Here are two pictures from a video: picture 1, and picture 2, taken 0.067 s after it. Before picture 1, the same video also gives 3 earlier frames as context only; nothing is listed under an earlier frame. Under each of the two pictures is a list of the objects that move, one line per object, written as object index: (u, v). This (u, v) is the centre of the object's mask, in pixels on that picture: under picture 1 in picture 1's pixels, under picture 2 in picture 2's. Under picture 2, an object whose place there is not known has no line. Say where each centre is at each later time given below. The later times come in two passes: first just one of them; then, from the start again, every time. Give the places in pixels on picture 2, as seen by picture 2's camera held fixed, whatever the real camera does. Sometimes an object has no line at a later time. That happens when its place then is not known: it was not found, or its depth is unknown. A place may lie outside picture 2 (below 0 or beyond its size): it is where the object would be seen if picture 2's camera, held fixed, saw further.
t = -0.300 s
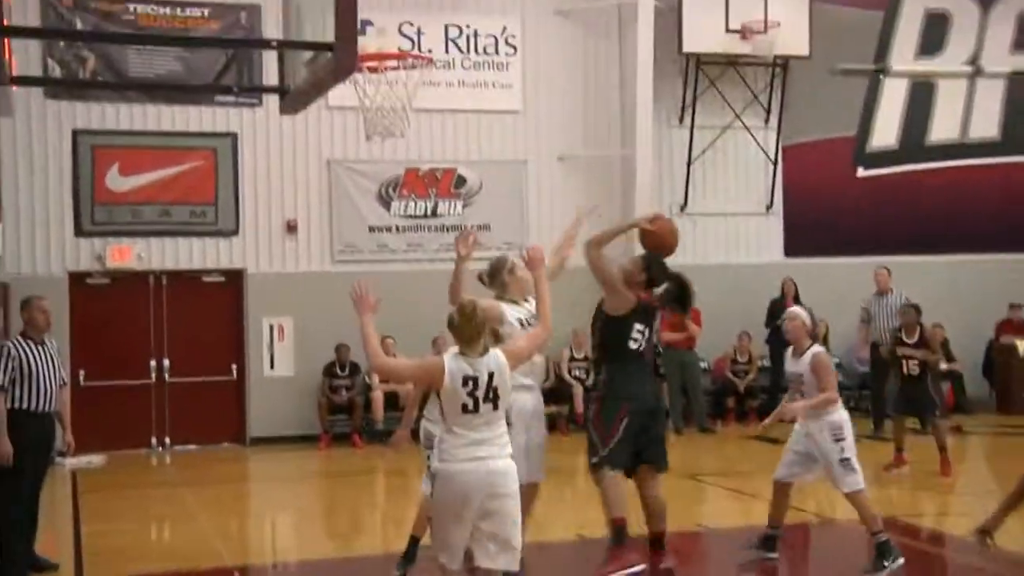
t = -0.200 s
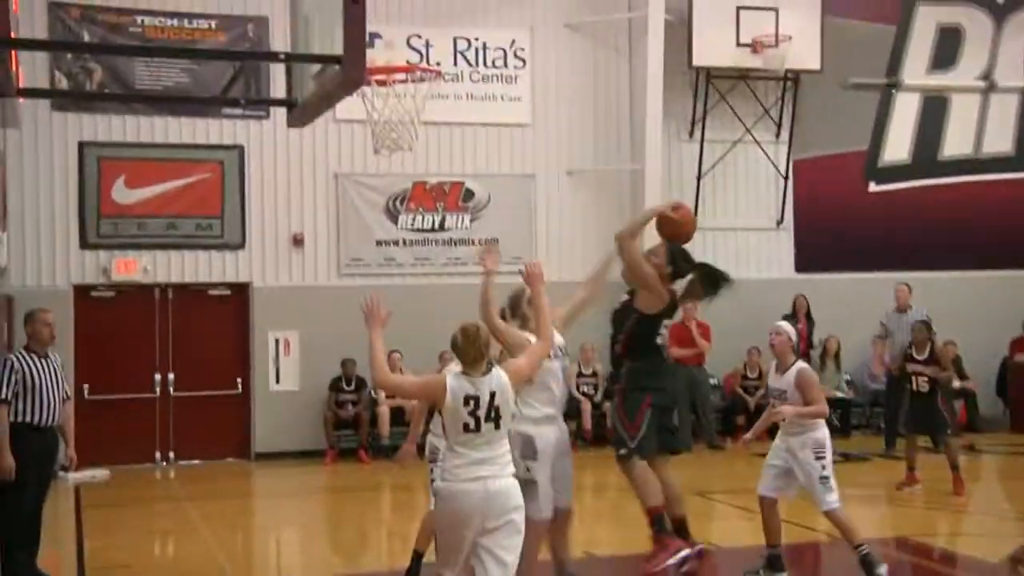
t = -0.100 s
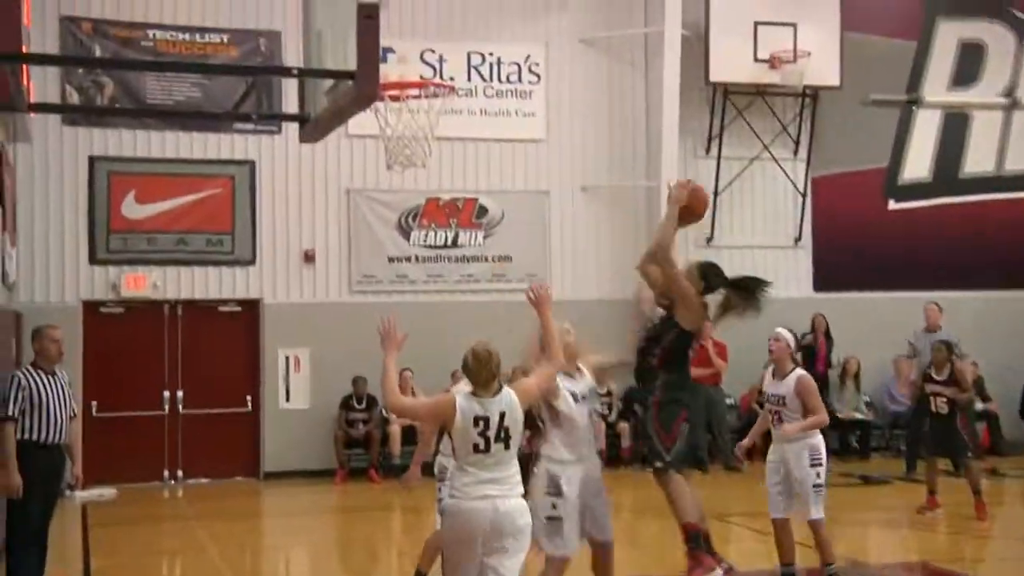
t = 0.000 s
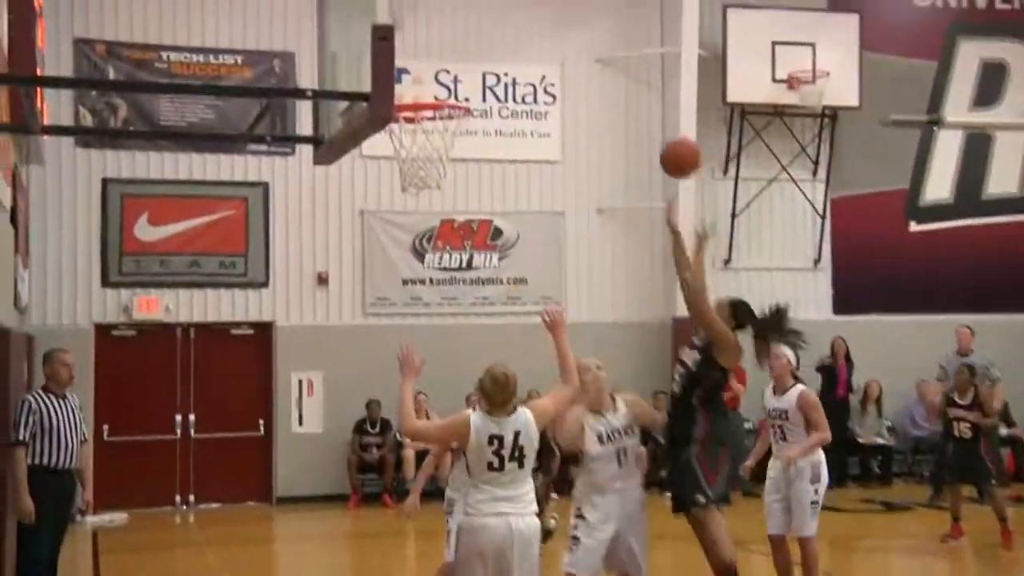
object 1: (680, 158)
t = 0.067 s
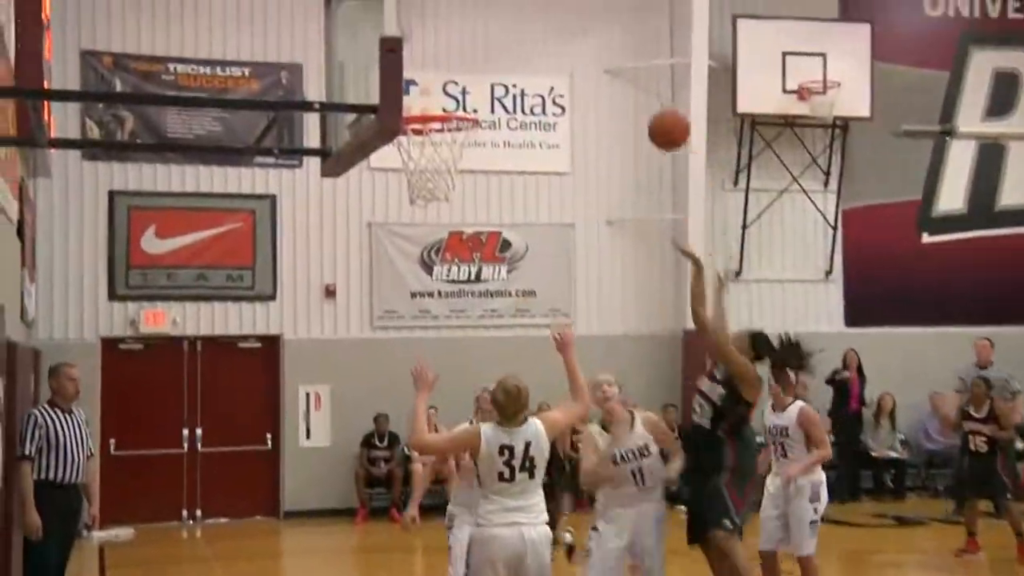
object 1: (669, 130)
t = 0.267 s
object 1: (602, 60)
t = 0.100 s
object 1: (658, 113)
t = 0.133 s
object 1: (647, 99)
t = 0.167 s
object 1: (636, 85)
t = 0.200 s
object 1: (625, 75)
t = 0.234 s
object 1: (613, 66)
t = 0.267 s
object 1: (602, 60)
